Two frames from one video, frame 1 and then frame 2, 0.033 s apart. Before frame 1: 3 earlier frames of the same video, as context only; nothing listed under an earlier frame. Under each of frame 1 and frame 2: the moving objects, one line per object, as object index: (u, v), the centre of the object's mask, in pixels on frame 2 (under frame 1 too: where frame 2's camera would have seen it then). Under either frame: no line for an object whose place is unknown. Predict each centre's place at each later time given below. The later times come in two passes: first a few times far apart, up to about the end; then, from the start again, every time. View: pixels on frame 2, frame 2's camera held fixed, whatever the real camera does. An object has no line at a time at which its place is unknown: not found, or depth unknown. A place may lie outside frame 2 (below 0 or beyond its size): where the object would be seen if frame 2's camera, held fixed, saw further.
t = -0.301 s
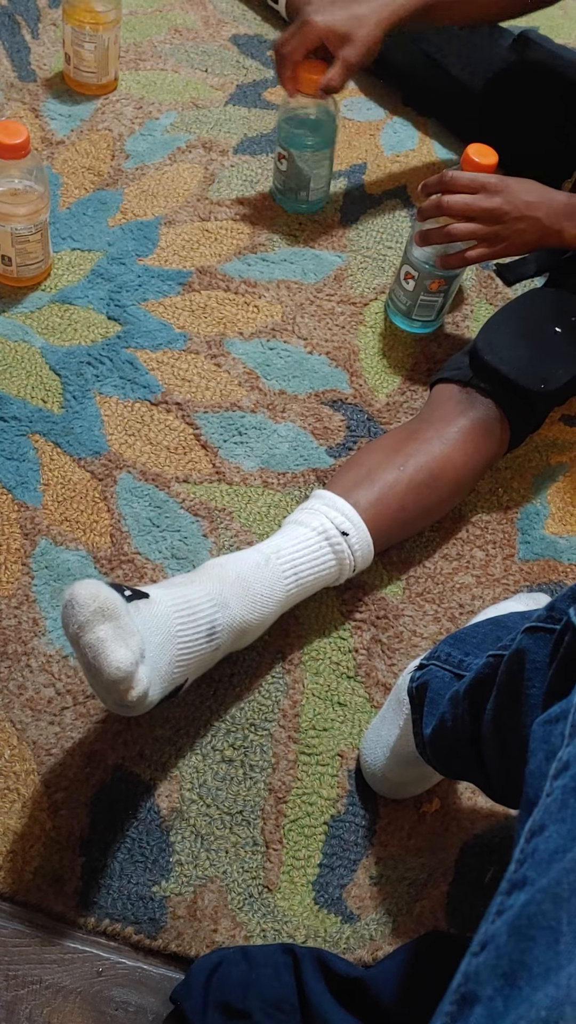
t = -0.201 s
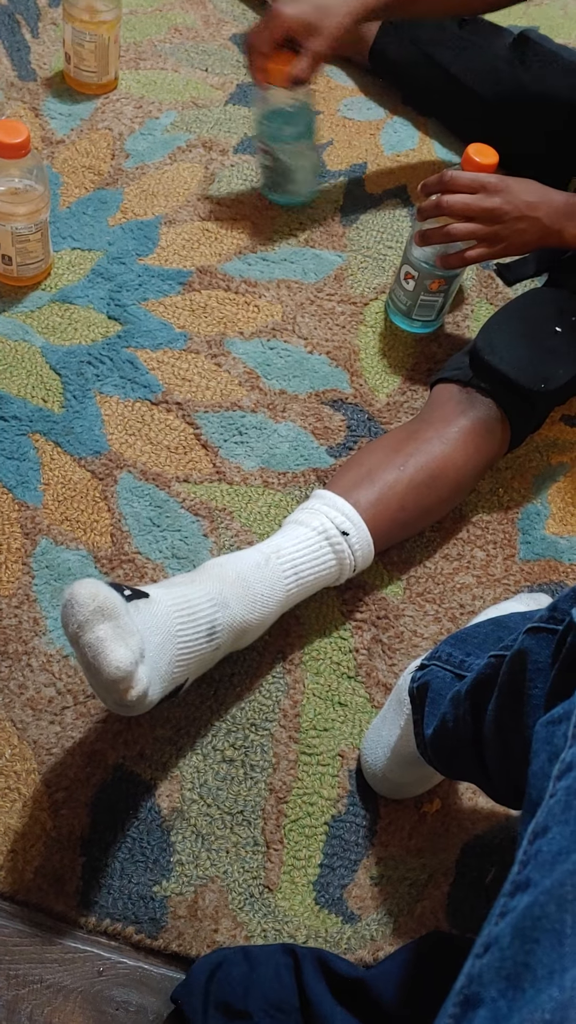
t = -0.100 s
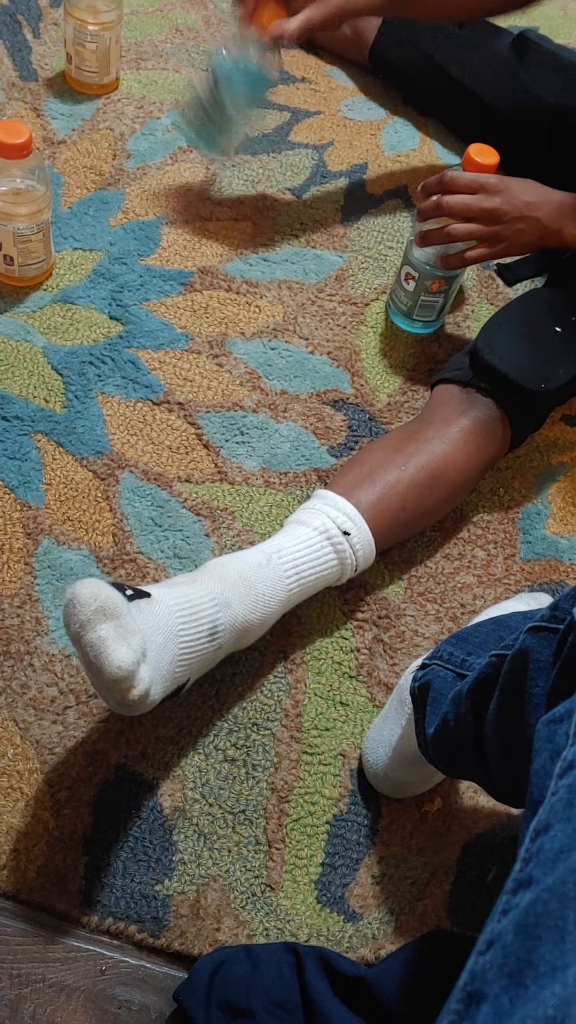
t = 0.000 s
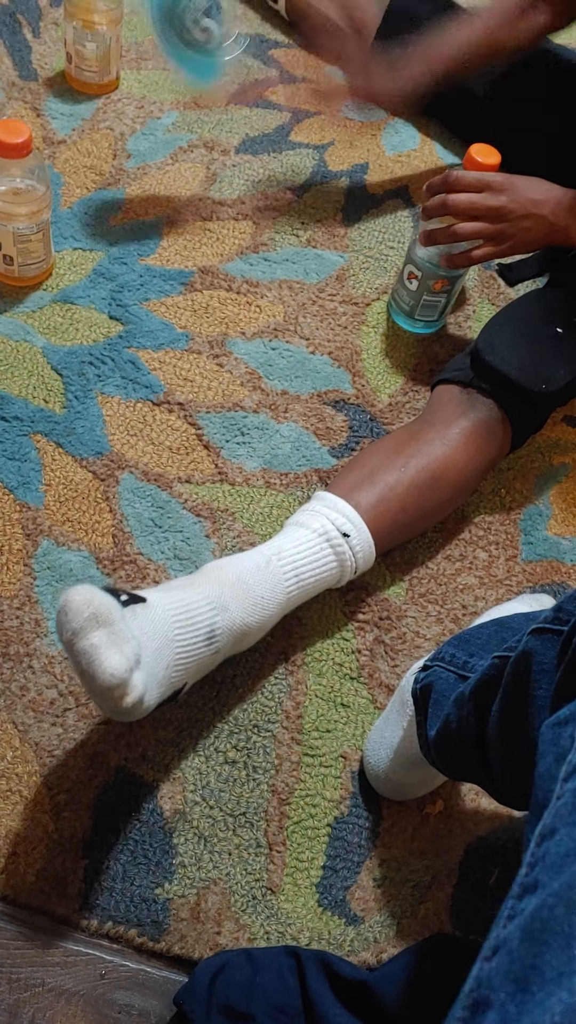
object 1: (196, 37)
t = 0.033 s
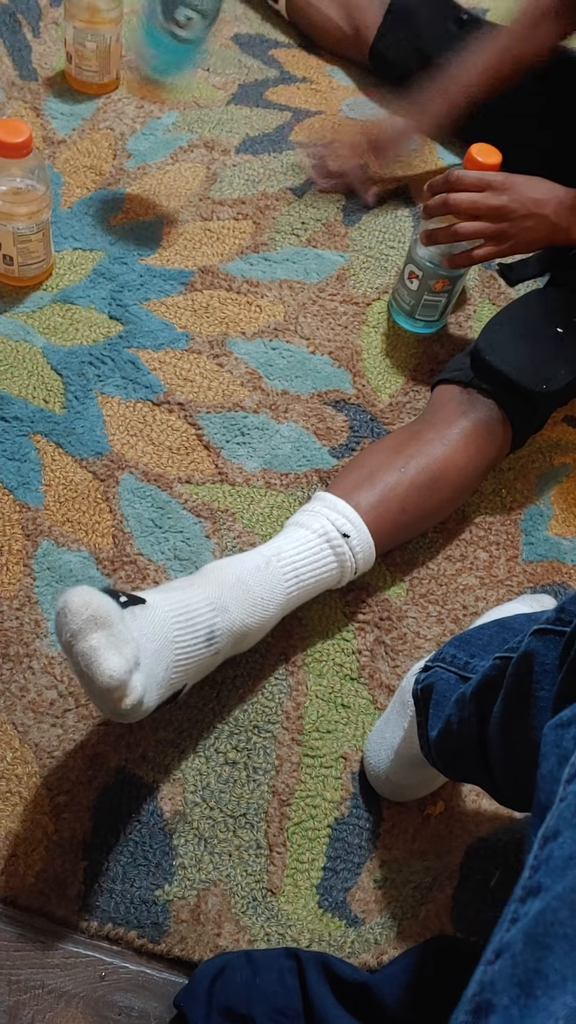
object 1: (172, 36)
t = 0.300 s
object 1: (132, 124)
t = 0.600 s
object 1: (89, 150)
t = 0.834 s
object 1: (89, 151)
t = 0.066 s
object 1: (164, 31)
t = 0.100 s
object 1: (157, 36)
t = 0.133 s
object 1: (157, 59)
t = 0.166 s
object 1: (146, 95)
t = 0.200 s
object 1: (137, 123)
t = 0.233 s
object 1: (136, 123)
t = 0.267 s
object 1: (134, 124)
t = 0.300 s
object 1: (132, 124)
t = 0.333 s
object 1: (128, 124)
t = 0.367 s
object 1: (122, 124)
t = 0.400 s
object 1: (114, 123)
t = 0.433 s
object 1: (105, 126)
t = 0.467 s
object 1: (94, 132)
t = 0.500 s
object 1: (92, 147)
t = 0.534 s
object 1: (93, 150)
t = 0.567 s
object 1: (89, 149)
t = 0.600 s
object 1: (89, 150)
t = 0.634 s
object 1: (89, 151)
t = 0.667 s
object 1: (89, 151)
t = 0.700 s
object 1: (89, 152)
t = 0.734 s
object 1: (89, 151)
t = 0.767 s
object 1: (89, 151)
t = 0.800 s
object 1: (89, 151)
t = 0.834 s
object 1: (89, 151)
